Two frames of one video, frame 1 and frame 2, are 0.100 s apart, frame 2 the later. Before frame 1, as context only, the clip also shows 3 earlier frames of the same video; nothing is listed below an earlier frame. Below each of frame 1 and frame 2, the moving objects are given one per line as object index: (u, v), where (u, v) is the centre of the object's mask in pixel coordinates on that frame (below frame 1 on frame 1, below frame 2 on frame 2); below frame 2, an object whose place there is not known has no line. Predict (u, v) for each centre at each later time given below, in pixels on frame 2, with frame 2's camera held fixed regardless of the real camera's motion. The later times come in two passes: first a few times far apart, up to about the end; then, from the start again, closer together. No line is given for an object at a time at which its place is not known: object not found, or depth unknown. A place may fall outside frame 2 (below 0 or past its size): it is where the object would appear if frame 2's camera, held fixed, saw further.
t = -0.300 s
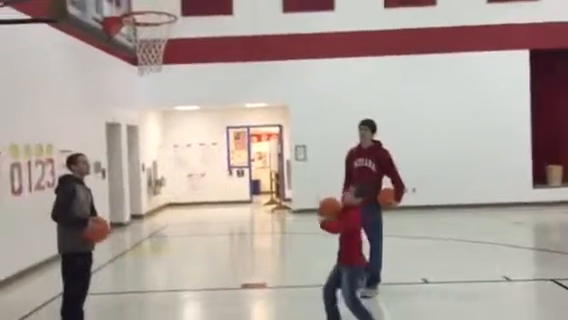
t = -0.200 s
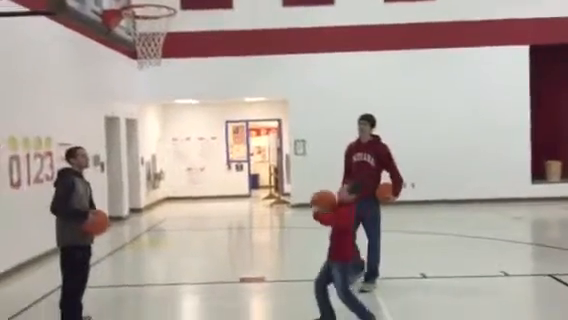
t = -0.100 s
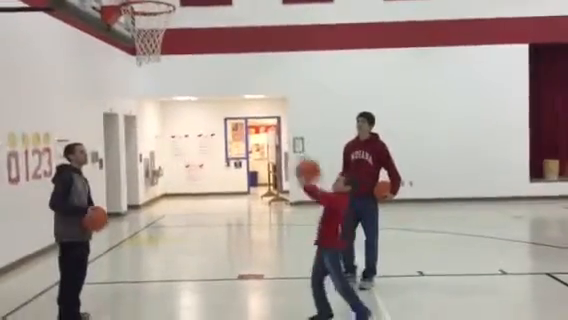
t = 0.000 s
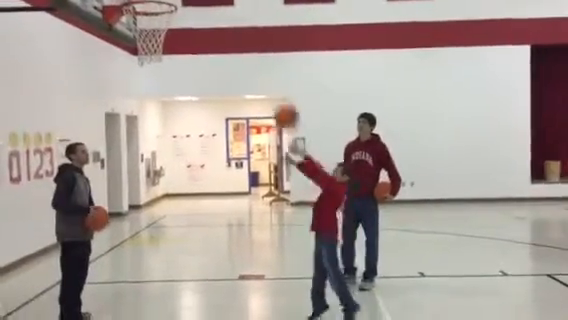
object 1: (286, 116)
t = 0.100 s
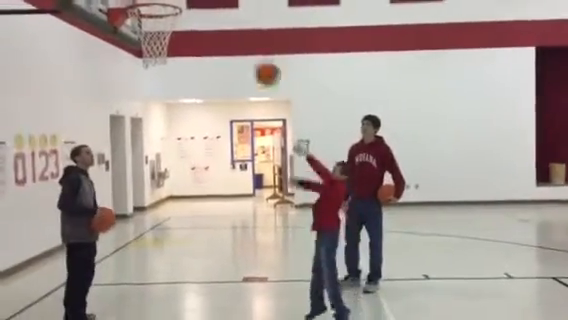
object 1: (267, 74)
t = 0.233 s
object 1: (237, 27)
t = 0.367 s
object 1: (205, 1)
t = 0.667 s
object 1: (145, 14)
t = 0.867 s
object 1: (170, 43)
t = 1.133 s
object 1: (179, 76)
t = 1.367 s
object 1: (188, 172)
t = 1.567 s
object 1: (197, 303)
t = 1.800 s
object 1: (187, 217)
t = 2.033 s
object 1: (175, 153)
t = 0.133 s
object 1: (259, 60)
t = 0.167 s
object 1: (251, 46)
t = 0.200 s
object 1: (245, 36)
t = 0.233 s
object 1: (237, 27)
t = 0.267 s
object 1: (229, 19)
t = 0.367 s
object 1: (205, 1)
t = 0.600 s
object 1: (154, 2)
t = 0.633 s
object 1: (149, 7)
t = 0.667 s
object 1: (145, 14)
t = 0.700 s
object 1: (146, 17)
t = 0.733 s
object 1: (152, 22)
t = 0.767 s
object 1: (157, 25)
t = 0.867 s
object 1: (170, 43)
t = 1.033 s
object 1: (177, 54)
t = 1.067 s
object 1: (177, 59)
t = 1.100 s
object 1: (179, 66)
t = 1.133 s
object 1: (179, 76)
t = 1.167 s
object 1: (180, 86)
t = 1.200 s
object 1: (181, 98)
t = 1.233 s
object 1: (182, 111)
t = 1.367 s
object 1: (188, 172)
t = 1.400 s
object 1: (190, 191)
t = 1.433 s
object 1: (190, 212)
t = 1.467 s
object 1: (192, 233)
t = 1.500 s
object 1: (193, 255)
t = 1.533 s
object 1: (195, 279)
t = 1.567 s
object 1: (197, 303)
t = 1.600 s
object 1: (196, 311)
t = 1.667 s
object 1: (193, 276)
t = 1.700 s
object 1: (191, 259)
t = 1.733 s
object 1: (189, 244)
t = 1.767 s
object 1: (188, 230)
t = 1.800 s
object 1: (187, 217)
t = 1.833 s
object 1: (184, 204)
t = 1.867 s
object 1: (183, 192)
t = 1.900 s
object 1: (180, 182)
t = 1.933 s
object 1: (180, 173)
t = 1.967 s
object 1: (178, 166)
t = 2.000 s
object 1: (177, 159)
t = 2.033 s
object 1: (175, 153)
